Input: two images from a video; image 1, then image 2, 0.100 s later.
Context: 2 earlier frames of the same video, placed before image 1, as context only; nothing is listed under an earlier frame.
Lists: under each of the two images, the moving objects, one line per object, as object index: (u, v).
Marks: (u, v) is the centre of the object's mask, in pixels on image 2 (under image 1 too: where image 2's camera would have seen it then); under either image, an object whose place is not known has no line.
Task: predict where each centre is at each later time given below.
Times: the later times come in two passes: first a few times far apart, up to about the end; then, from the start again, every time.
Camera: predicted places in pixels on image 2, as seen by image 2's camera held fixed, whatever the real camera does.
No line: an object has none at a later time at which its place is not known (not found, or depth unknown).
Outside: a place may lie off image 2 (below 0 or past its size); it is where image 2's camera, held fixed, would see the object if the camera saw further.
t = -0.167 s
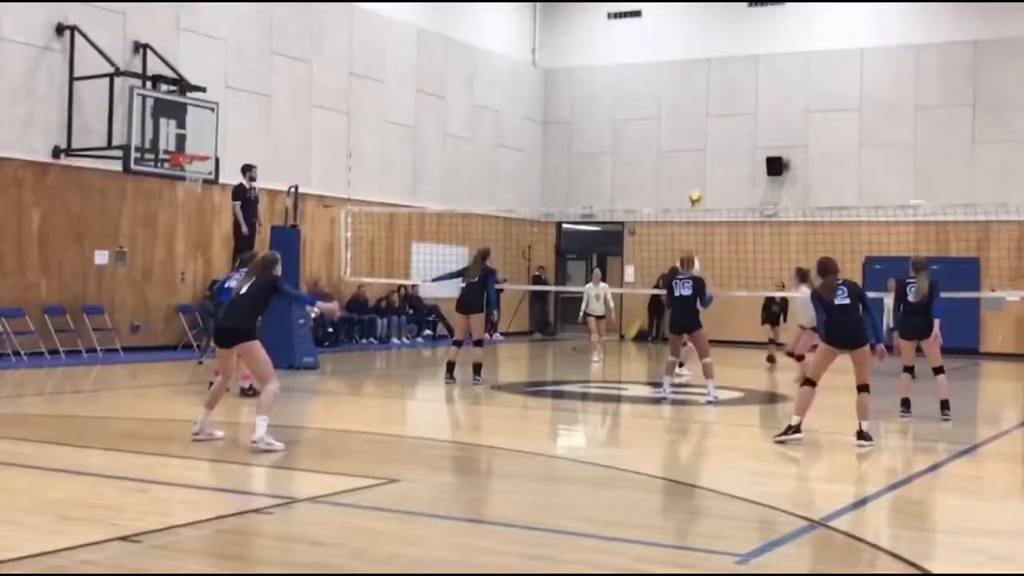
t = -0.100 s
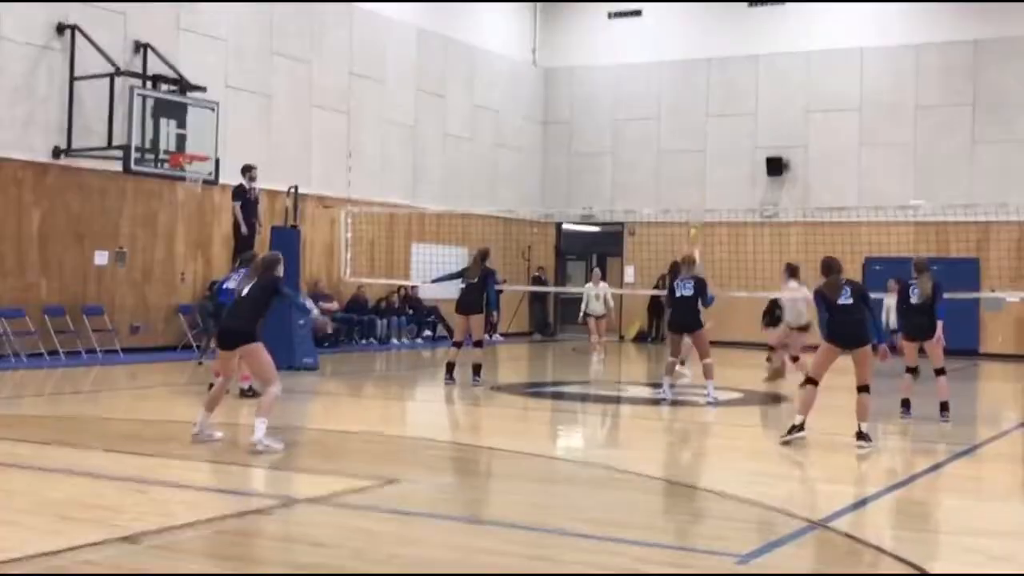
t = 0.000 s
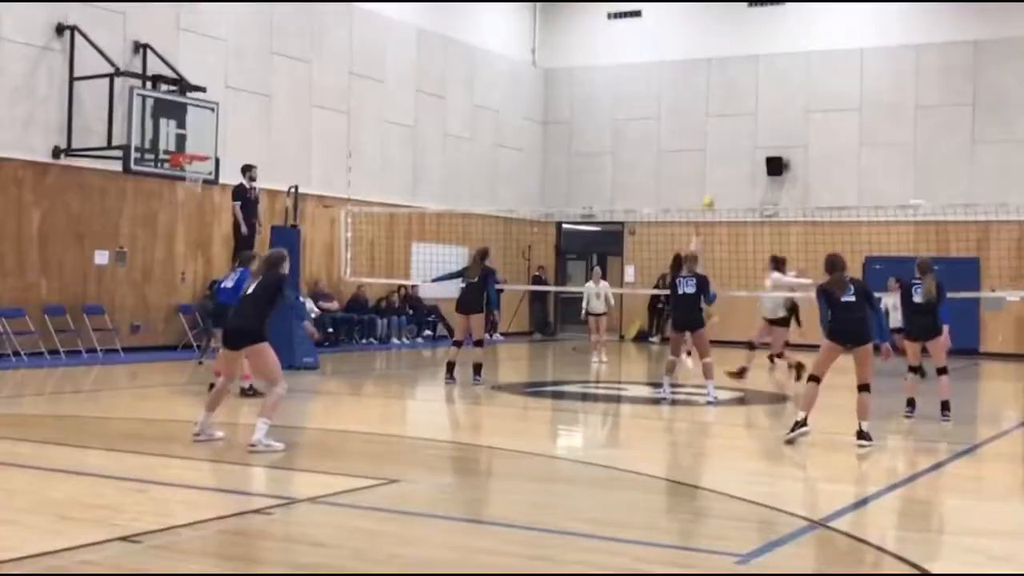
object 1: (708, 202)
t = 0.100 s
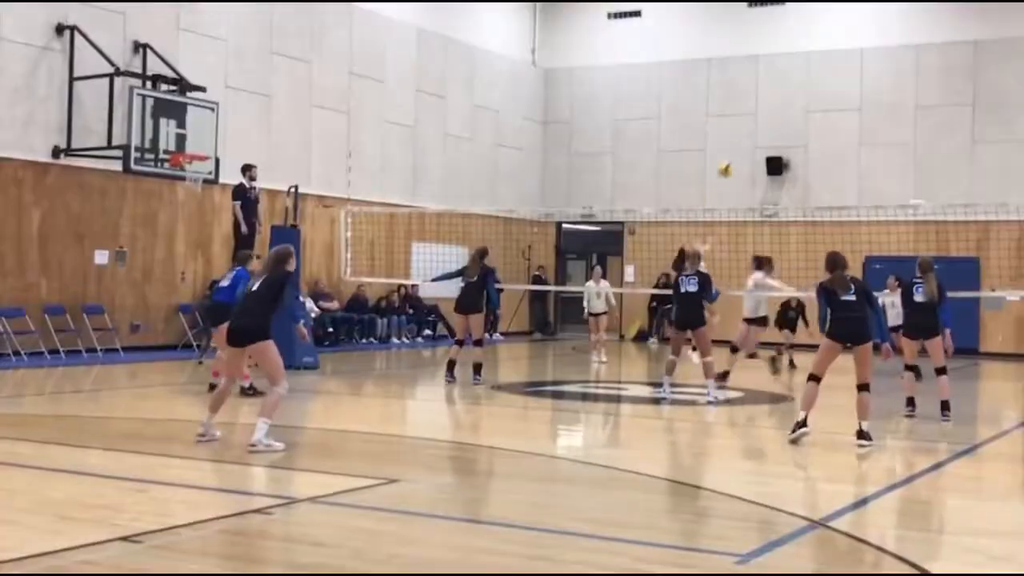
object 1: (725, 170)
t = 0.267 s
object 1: (753, 127)
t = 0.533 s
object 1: (800, 99)
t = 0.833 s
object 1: (850, 126)
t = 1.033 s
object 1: (882, 177)
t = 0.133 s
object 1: (730, 159)
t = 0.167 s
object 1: (736, 150)
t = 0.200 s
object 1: (742, 141)
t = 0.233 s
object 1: (748, 135)
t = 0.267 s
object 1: (753, 127)
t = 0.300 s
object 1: (760, 121)
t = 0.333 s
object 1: (766, 116)
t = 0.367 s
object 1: (772, 112)
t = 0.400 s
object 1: (777, 108)
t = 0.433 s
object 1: (783, 104)
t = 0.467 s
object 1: (788, 102)
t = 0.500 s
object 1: (794, 100)
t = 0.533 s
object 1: (800, 99)
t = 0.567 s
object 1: (806, 99)
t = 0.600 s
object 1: (812, 100)
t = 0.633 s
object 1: (817, 101)
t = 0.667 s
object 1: (823, 104)
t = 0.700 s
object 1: (828, 108)
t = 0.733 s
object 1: (834, 111)
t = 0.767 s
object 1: (839, 116)
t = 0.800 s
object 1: (845, 121)
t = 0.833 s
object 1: (850, 126)
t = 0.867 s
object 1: (855, 133)
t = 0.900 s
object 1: (860, 141)
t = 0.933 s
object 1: (865, 148)
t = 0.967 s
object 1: (871, 158)
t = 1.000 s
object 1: (876, 167)
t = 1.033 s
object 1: (882, 177)
